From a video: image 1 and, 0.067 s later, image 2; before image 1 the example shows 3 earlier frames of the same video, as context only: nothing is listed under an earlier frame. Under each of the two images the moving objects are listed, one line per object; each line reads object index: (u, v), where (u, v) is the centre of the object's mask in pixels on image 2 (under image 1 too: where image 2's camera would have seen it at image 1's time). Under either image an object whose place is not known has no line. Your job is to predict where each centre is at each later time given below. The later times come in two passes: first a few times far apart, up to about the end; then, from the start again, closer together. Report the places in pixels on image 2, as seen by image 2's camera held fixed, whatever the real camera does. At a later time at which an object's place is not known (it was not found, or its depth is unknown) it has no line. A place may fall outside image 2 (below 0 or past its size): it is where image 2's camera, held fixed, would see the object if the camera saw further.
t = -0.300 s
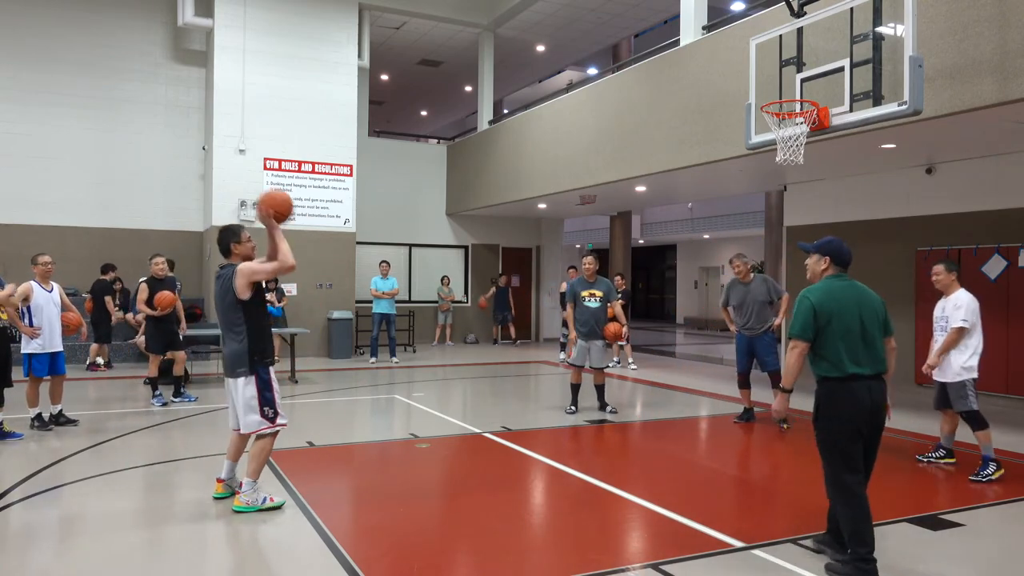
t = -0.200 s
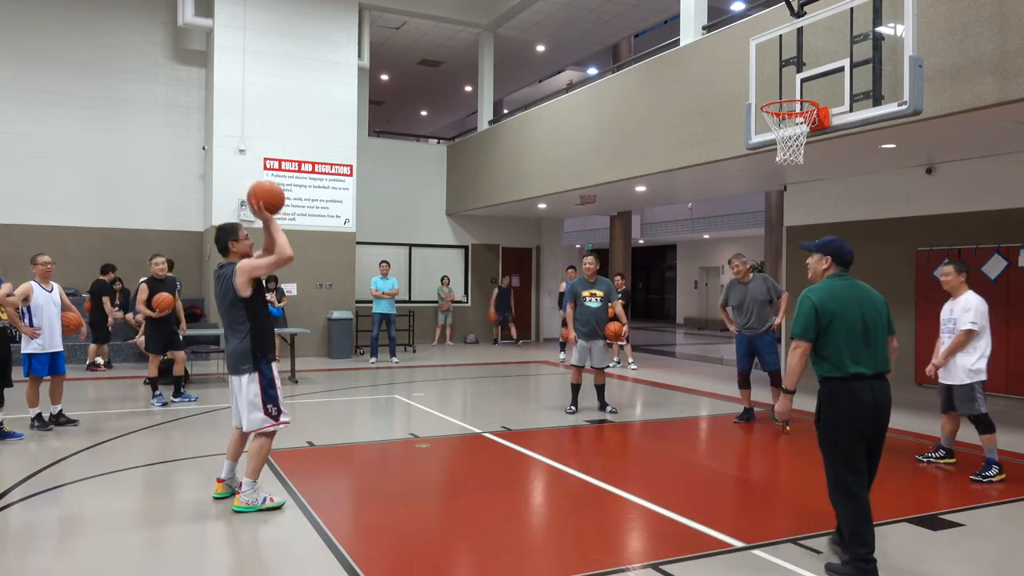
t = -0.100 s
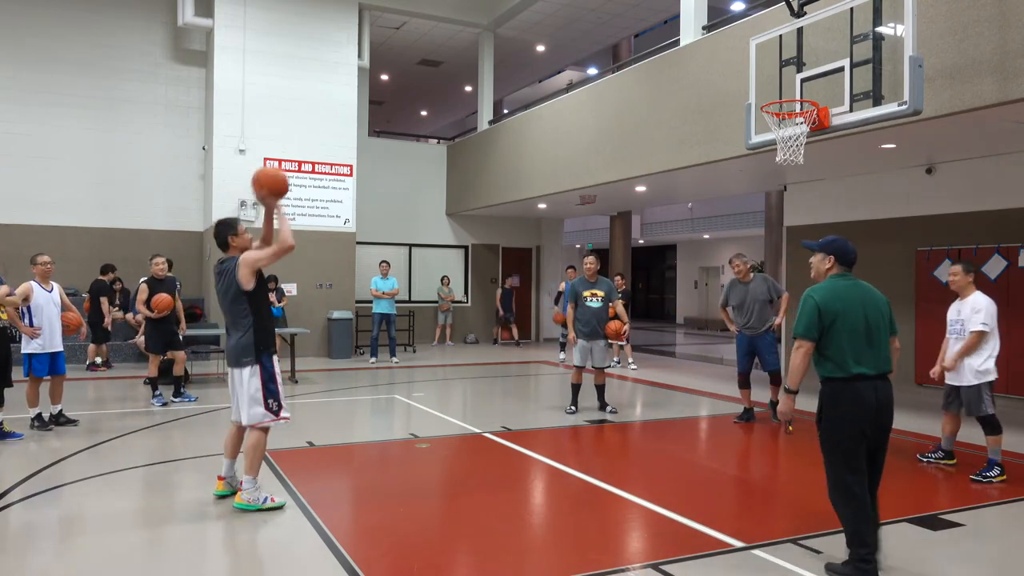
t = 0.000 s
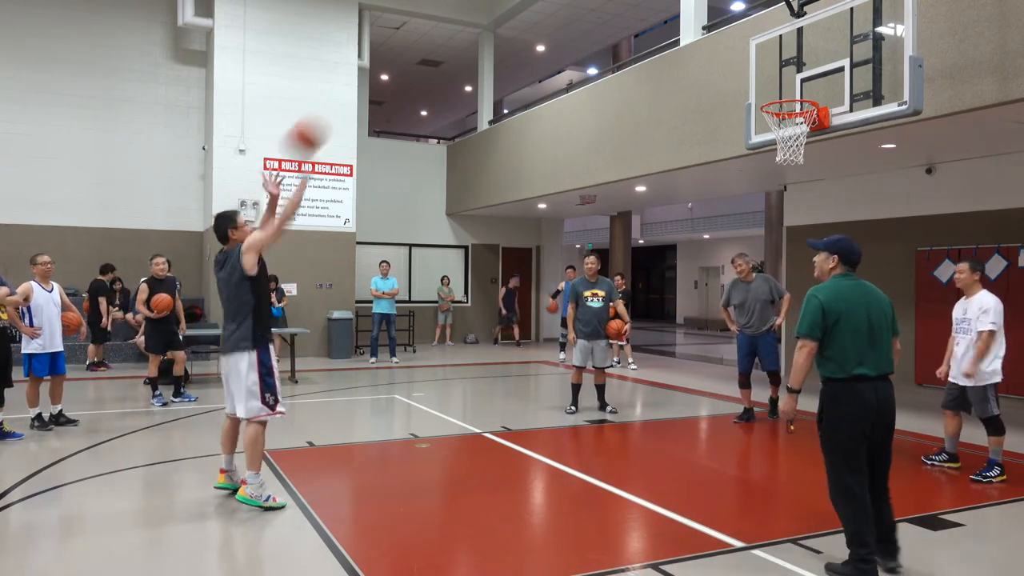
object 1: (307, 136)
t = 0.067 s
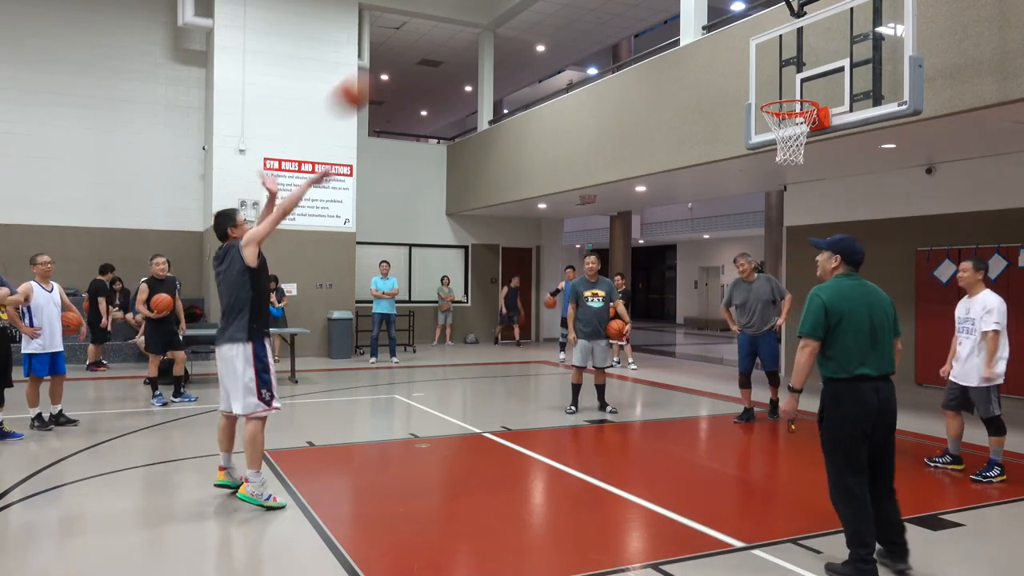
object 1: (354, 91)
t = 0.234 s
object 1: (457, 21)
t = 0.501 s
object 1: (607, 3)
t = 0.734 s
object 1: (718, 34)
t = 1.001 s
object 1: (817, 138)
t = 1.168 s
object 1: (859, 231)
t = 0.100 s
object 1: (375, 72)
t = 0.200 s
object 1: (439, 32)
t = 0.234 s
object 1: (457, 21)
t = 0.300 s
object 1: (496, 9)
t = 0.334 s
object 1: (517, 6)
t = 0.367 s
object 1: (536, 5)
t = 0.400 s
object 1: (554, 3)
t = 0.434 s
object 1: (572, 3)
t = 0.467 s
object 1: (589, 2)
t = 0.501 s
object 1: (607, 3)
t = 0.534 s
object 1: (625, 4)
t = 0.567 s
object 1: (641, 6)
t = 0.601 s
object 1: (656, 7)
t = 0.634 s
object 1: (670, 10)
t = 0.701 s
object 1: (706, 24)
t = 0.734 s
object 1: (718, 34)
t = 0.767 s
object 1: (734, 46)
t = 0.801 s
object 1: (748, 58)
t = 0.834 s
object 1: (763, 71)
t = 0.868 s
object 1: (777, 86)
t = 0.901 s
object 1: (789, 99)
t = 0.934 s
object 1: (797, 111)
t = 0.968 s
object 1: (807, 124)
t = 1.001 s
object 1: (817, 138)
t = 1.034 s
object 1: (824, 153)
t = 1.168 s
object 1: (859, 231)
